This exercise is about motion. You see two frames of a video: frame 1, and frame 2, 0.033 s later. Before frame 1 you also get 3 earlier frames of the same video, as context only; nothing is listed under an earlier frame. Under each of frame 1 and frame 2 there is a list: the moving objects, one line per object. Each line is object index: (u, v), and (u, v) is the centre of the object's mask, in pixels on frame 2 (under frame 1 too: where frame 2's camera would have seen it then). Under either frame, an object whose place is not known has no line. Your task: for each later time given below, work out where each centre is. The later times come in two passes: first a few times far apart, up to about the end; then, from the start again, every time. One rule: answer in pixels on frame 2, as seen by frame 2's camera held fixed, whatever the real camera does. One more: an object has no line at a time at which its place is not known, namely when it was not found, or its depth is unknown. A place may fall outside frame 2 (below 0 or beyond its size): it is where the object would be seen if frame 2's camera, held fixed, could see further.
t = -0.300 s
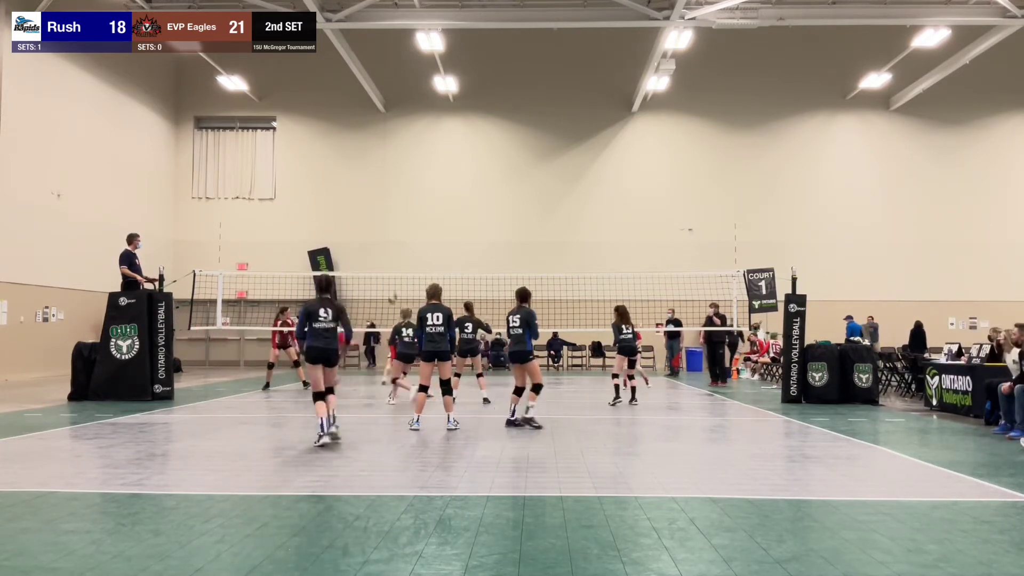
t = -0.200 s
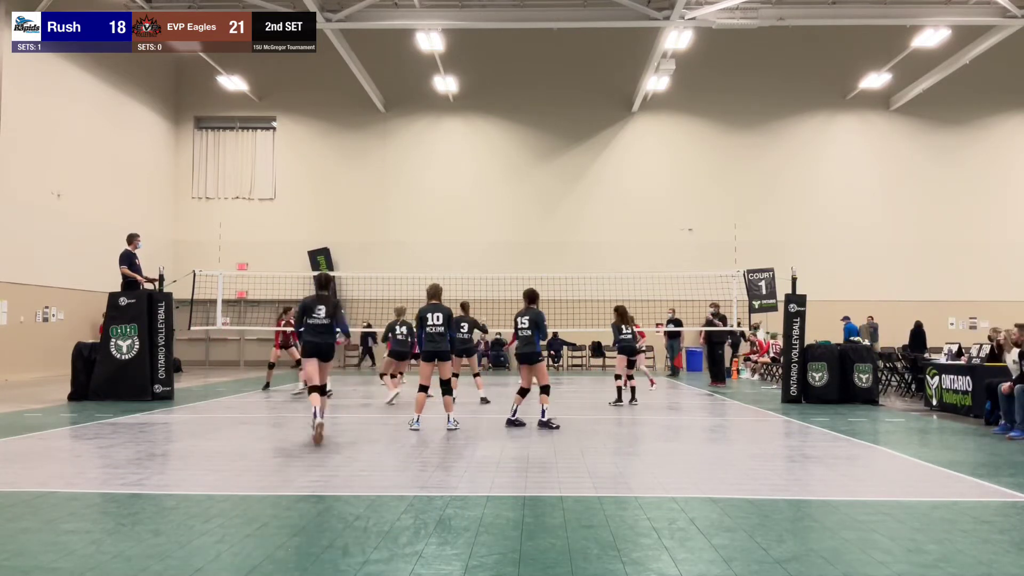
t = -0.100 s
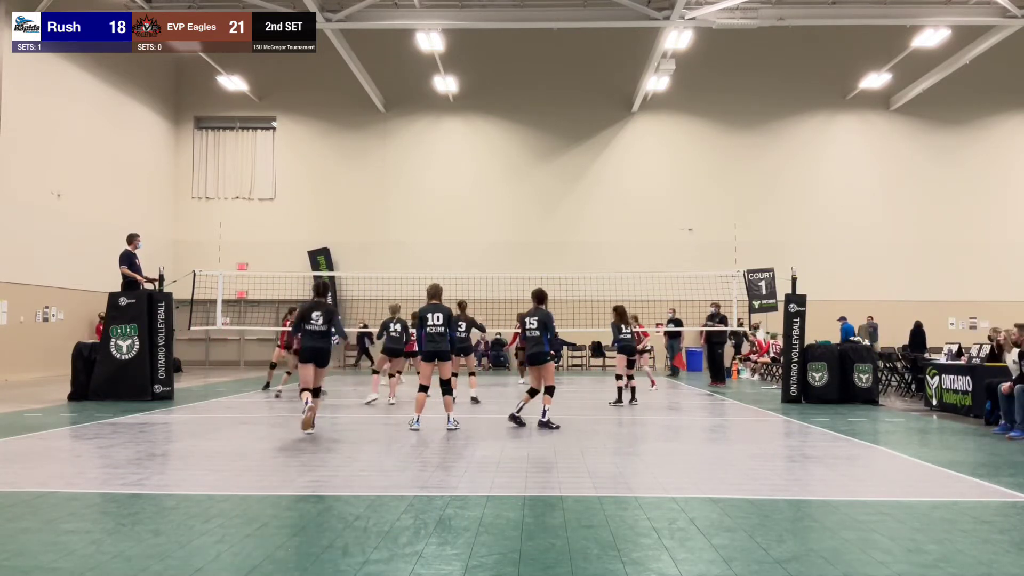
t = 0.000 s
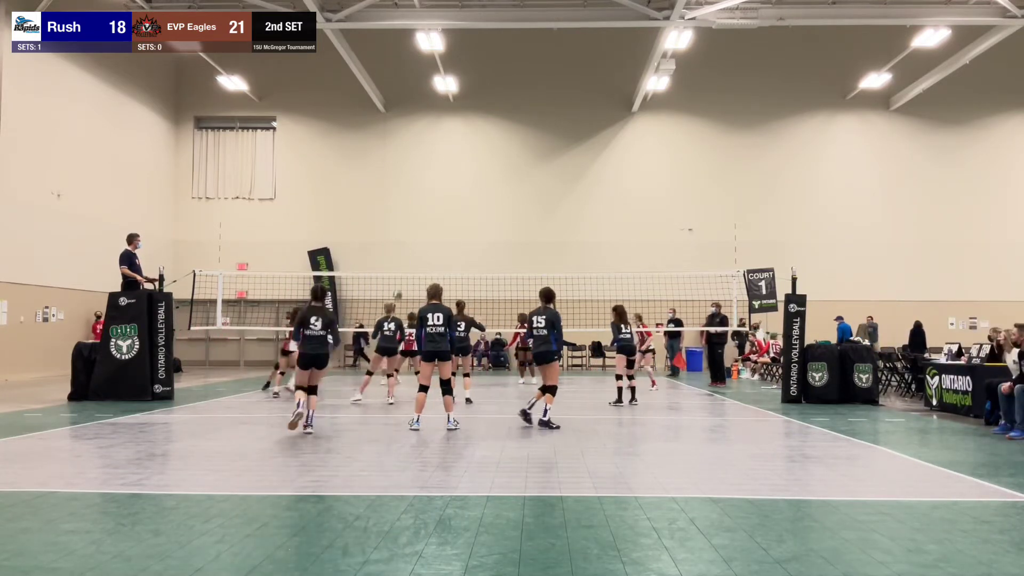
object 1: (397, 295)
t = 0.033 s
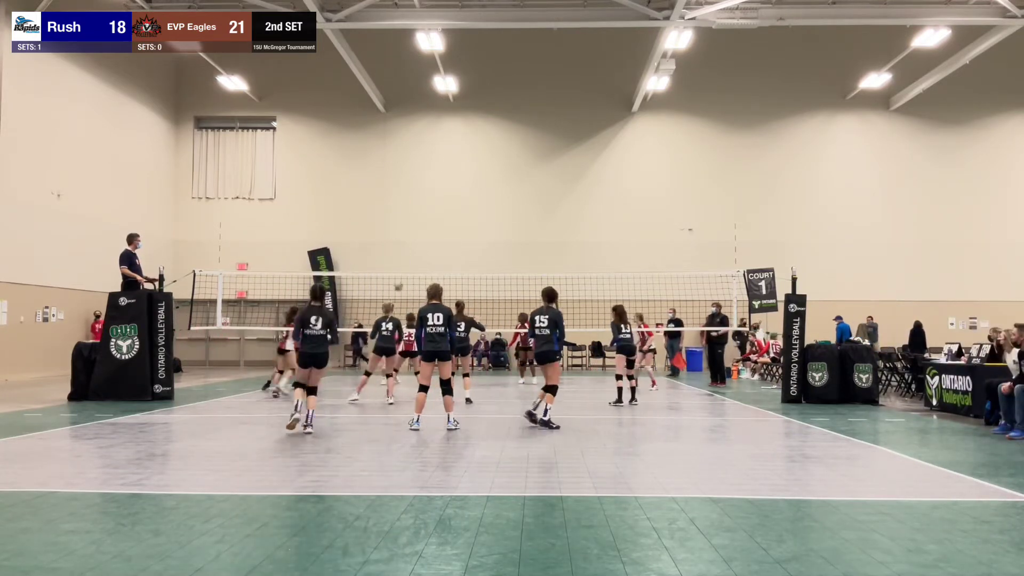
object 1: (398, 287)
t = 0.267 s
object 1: (404, 232)
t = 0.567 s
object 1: (412, 196)
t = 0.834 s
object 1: (420, 198)
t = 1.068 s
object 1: (426, 229)
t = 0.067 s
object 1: (399, 278)
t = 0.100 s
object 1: (400, 268)
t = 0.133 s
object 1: (401, 260)
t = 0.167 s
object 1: (402, 252)
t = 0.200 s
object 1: (402, 244)
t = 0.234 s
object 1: (403, 239)
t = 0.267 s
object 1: (404, 232)
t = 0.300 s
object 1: (405, 225)
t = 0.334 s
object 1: (406, 221)
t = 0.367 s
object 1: (407, 215)
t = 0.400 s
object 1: (408, 211)
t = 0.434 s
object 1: (409, 207)
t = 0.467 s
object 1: (410, 203)
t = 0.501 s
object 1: (410, 200)
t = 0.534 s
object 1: (411, 198)
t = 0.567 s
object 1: (412, 196)
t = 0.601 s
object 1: (414, 195)
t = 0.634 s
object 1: (414, 193)
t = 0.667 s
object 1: (415, 192)
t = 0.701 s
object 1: (416, 193)
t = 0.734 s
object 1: (417, 193)
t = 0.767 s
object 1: (418, 194)
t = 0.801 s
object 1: (418, 196)
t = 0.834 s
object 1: (420, 198)
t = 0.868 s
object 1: (421, 201)
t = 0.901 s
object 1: (421, 205)
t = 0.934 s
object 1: (423, 208)
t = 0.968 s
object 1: (424, 212)
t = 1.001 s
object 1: (425, 217)
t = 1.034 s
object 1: (426, 223)
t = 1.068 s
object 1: (426, 229)
